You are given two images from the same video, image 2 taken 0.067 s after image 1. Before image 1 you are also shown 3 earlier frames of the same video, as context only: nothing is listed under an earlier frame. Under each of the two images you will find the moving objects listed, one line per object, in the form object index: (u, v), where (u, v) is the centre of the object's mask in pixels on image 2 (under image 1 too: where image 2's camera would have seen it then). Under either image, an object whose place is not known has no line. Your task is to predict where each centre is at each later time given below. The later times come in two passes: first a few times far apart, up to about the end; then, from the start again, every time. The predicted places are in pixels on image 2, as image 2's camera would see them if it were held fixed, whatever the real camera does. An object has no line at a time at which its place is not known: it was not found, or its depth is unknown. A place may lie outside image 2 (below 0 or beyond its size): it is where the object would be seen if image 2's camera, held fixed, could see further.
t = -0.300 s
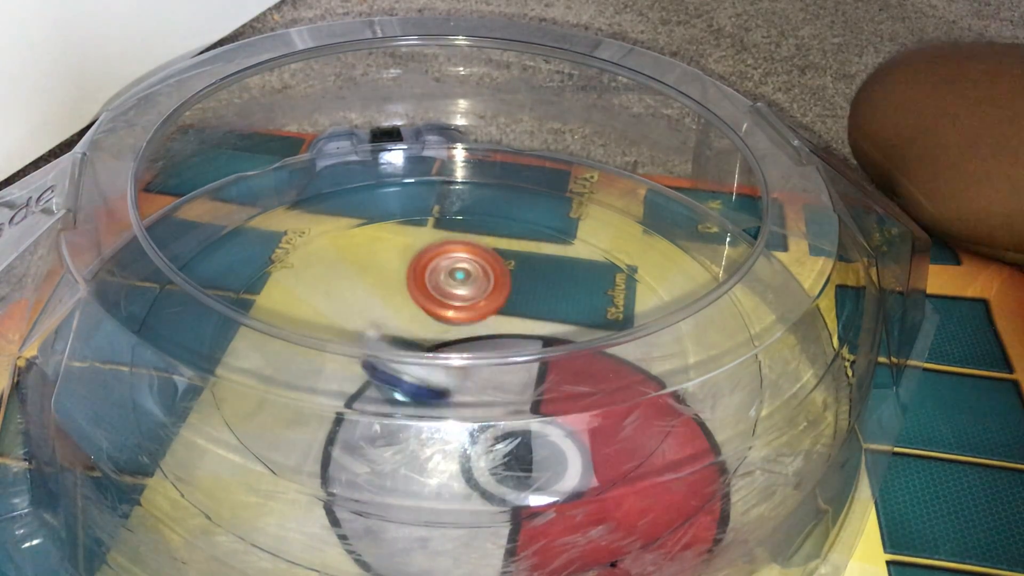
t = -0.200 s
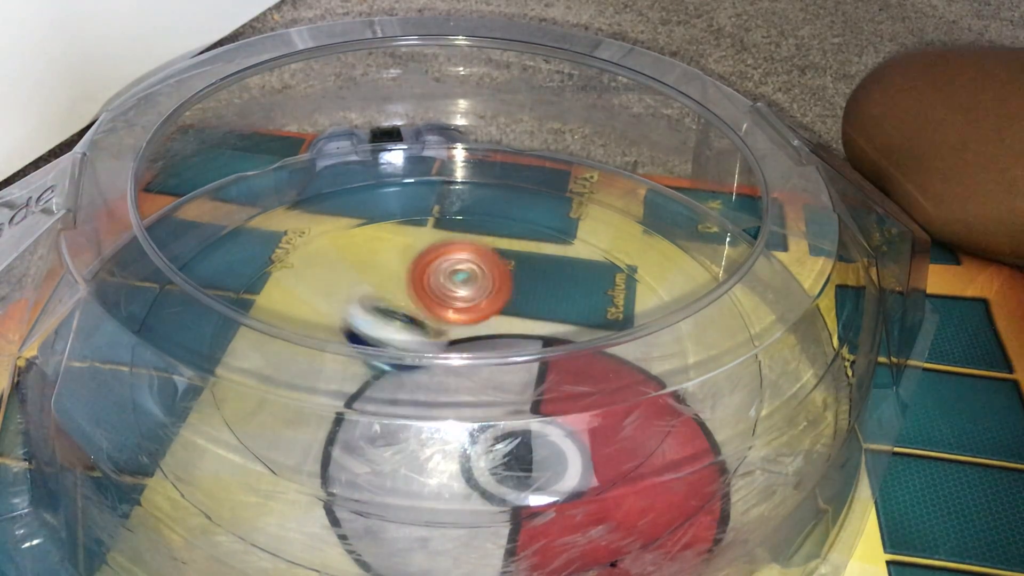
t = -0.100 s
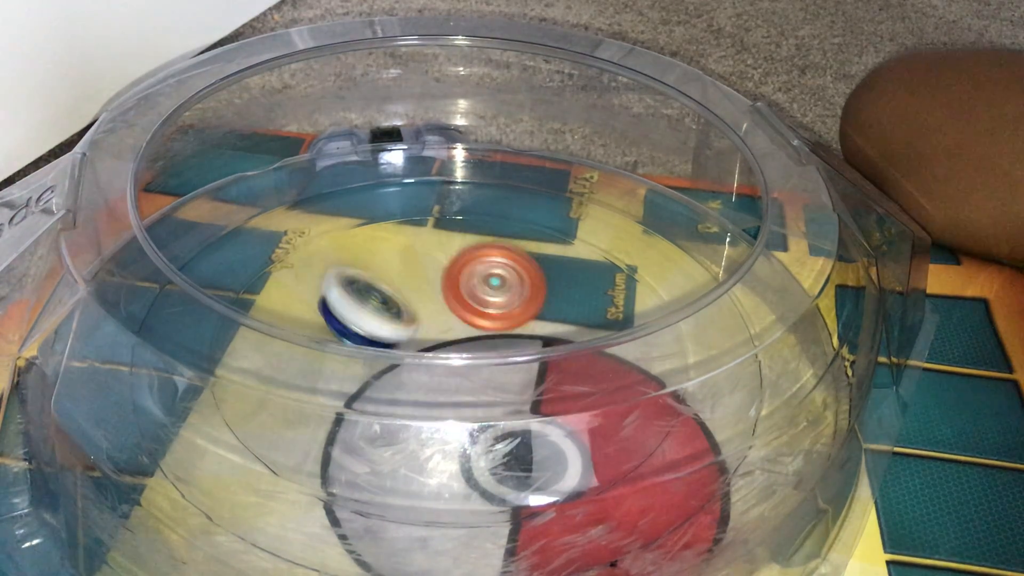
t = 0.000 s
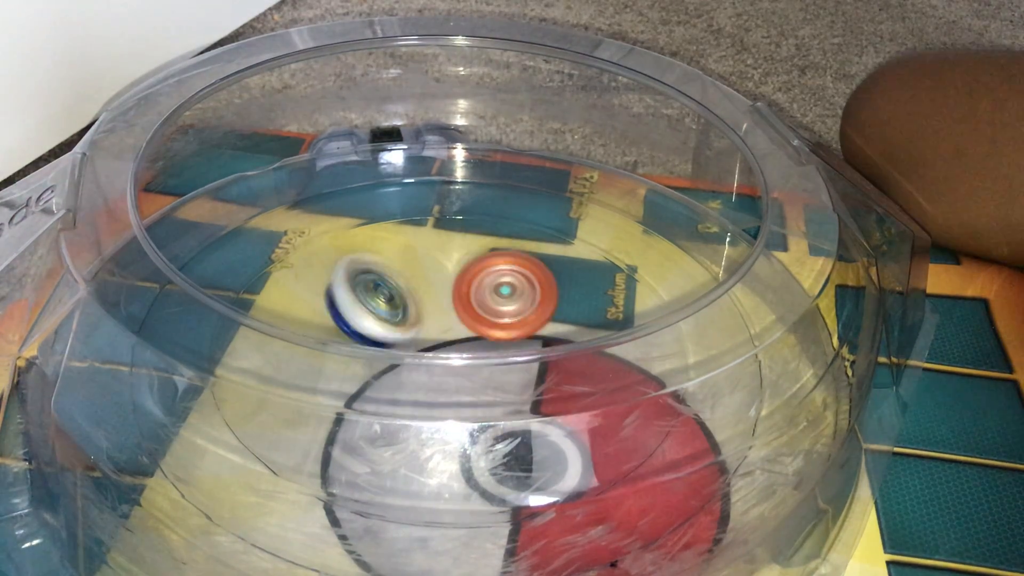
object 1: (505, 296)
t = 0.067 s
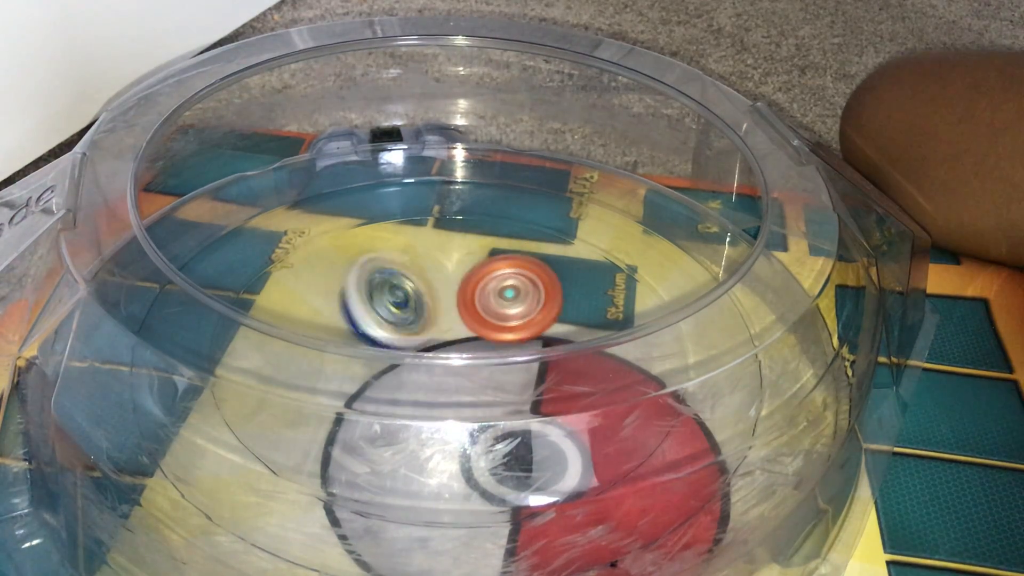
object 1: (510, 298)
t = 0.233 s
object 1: (543, 314)
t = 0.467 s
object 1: (581, 368)
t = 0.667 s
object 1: (541, 387)
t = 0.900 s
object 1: (454, 386)
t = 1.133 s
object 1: (385, 362)
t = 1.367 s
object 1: (357, 319)
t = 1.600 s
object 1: (394, 295)
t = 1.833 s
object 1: (458, 284)
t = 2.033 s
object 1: (517, 292)
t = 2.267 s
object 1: (554, 344)
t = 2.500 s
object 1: (526, 405)
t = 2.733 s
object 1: (436, 415)
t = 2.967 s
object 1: (357, 370)
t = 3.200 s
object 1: (364, 296)
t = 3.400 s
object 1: (442, 253)
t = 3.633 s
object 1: (491, 253)
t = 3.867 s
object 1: (444, 285)
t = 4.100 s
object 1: (455, 277)
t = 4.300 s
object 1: (496, 289)
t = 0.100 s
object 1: (513, 300)
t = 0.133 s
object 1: (516, 301)
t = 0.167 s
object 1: (520, 303)
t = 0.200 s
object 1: (527, 307)
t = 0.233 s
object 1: (543, 314)
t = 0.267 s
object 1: (556, 329)
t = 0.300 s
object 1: (566, 339)
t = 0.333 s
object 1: (573, 343)
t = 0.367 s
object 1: (579, 355)
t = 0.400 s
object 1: (582, 356)
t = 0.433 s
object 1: (583, 361)
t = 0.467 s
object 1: (581, 368)
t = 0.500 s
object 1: (578, 371)
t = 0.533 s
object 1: (574, 381)
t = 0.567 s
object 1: (568, 382)
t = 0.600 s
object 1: (560, 384)
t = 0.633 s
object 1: (551, 386)
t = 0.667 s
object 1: (541, 387)
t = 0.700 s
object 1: (528, 388)
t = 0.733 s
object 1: (515, 390)
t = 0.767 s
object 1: (502, 390)
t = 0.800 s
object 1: (490, 389)
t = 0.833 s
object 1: (479, 387)
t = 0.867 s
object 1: (465, 386)
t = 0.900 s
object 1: (454, 386)
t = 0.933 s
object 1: (442, 384)
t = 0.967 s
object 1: (432, 383)
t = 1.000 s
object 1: (422, 381)
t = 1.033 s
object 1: (412, 378)
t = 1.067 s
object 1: (404, 375)
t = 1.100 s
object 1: (398, 364)
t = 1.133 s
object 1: (385, 362)
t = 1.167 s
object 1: (371, 360)
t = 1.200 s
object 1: (362, 344)
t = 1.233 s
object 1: (355, 338)
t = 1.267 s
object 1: (349, 329)
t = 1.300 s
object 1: (348, 325)
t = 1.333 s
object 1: (352, 322)
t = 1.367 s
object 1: (357, 319)
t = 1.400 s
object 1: (365, 317)
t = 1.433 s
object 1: (371, 314)
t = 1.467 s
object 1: (373, 309)
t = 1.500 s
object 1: (372, 307)
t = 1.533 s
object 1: (376, 303)
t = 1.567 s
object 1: (383, 299)
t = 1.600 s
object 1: (394, 295)
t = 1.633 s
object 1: (402, 293)
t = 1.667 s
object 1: (409, 289)
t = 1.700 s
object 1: (416, 285)
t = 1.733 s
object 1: (425, 282)
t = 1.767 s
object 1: (435, 281)
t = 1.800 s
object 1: (446, 281)
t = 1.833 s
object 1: (458, 284)
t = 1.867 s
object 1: (468, 285)
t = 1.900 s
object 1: (478, 283)
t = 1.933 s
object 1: (488, 283)
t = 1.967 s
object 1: (498, 285)
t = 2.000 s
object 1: (507, 288)
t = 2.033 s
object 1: (517, 292)
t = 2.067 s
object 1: (525, 297)
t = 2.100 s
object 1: (532, 302)
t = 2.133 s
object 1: (539, 307)
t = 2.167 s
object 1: (544, 311)
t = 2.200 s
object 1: (549, 325)
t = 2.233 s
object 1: (553, 334)
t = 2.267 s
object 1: (554, 344)
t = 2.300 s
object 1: (556, 347)
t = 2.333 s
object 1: (556, 360)
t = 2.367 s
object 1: (553, 372)
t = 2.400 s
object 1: (547, 387)
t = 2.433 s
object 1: (540, 395)
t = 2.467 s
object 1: (534, 399)
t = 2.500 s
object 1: (526, 405)
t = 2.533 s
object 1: (516, 407)
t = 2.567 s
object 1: (508, 409)
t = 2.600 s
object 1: (493, 415)
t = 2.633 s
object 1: (481, 417)
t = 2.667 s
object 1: (467, 419)
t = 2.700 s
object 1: (452, 415)
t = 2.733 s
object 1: (436, 415)
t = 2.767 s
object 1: (420, 413)
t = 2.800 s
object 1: (407, 408)
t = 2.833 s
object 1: (398, 400)
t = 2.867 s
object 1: (382, 396)
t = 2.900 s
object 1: (372, 386)
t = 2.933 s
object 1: (363, 378)
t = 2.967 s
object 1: (357, 370)
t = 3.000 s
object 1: (359, 366)
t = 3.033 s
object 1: (349, 354)
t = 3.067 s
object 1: (333, 329)
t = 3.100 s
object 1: (344, 324)
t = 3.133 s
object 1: (351, 316)
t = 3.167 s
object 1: (357, 305)
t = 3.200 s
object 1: (364, 296)
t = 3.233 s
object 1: (374, 286)
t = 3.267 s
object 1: (387, 277)
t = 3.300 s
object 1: (399, 267)
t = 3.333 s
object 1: (412, 261)
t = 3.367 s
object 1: (427, 257)
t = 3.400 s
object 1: (442, 253)
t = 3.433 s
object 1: (456, 249)
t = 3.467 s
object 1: (468, 246)
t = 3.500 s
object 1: (479, 245)
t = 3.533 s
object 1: (487, 245)
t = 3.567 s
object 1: (492, 246)
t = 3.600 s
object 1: (494, 249)
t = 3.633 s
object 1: (491, 253)
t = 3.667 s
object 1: (486, 260)
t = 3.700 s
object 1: (481, 267)
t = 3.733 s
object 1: (472, 274)
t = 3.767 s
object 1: (460, 284)
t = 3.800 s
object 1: (454, 285)
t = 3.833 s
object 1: (447, 287)
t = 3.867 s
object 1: (444, 285)
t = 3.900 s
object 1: (441, 284)
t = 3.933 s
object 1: (441, 282)
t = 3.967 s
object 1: (442, 281)
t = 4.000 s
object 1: (442, 281)
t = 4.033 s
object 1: (444, 282)
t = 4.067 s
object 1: (451, 276)
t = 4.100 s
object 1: (455, 277)
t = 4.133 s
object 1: (459, 278)
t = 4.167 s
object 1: (463, 280)
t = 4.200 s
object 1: (467, 285)
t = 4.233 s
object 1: (471, 289)
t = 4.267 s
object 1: (487, 288)
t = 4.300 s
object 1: (496, 289)
